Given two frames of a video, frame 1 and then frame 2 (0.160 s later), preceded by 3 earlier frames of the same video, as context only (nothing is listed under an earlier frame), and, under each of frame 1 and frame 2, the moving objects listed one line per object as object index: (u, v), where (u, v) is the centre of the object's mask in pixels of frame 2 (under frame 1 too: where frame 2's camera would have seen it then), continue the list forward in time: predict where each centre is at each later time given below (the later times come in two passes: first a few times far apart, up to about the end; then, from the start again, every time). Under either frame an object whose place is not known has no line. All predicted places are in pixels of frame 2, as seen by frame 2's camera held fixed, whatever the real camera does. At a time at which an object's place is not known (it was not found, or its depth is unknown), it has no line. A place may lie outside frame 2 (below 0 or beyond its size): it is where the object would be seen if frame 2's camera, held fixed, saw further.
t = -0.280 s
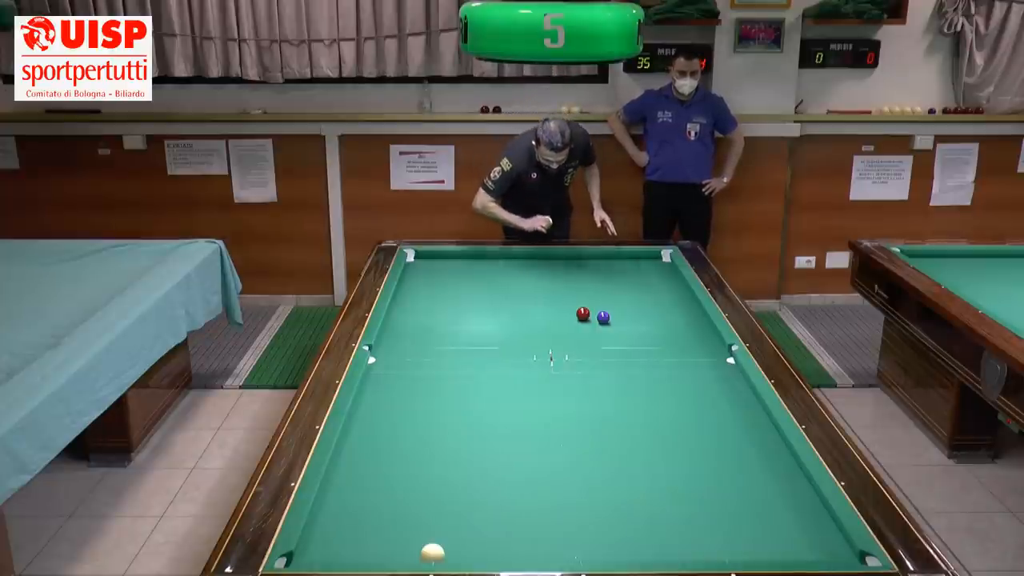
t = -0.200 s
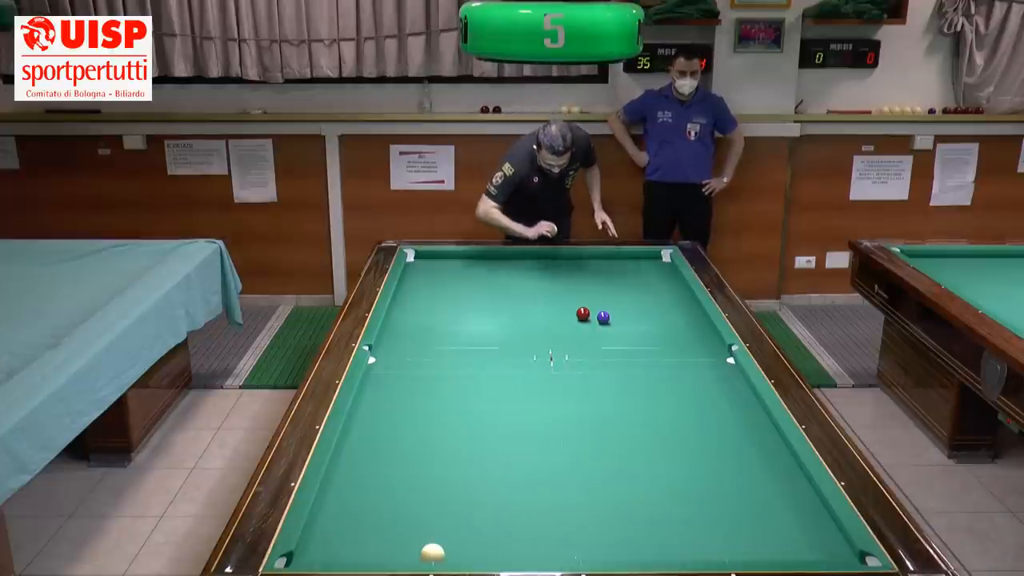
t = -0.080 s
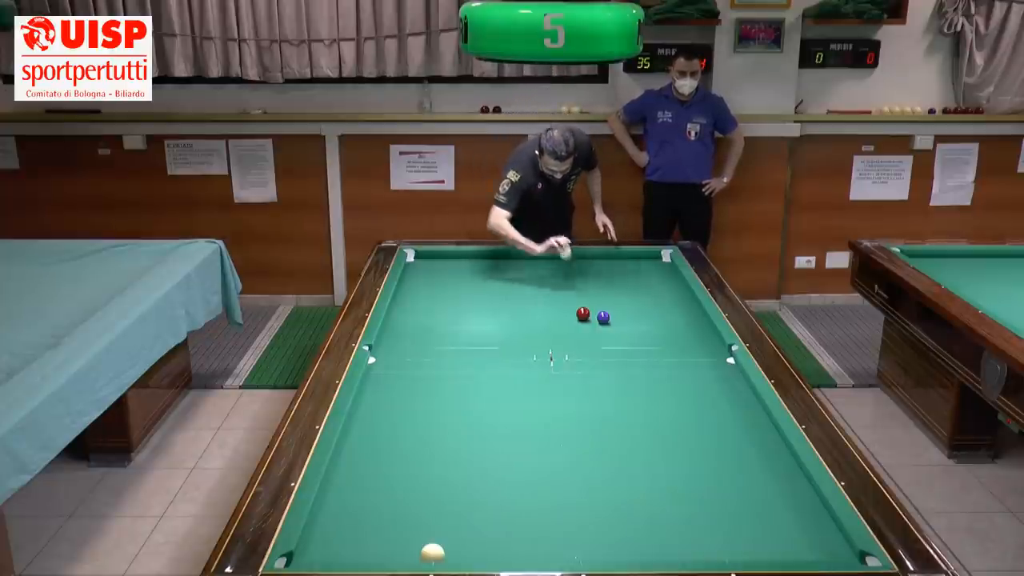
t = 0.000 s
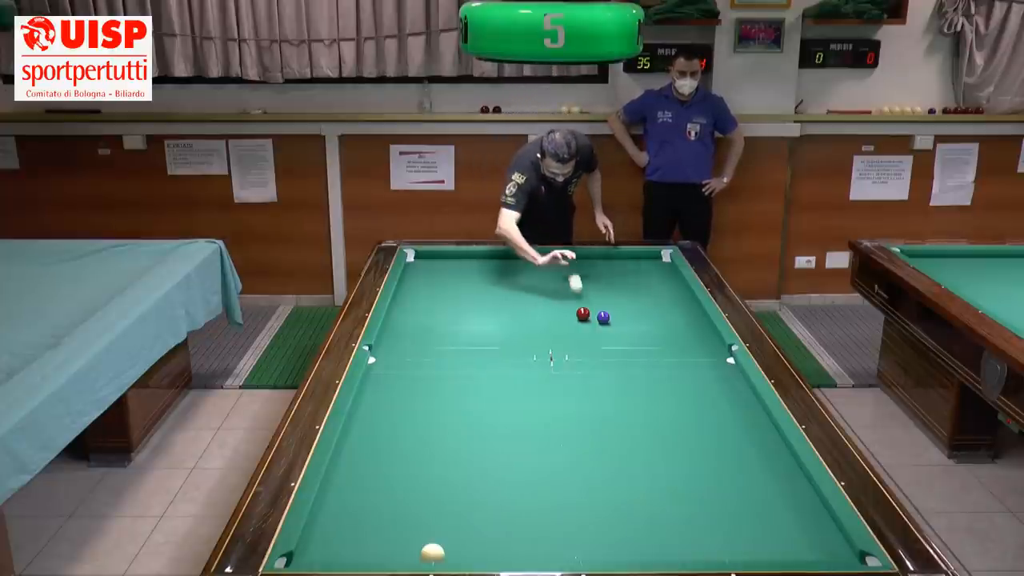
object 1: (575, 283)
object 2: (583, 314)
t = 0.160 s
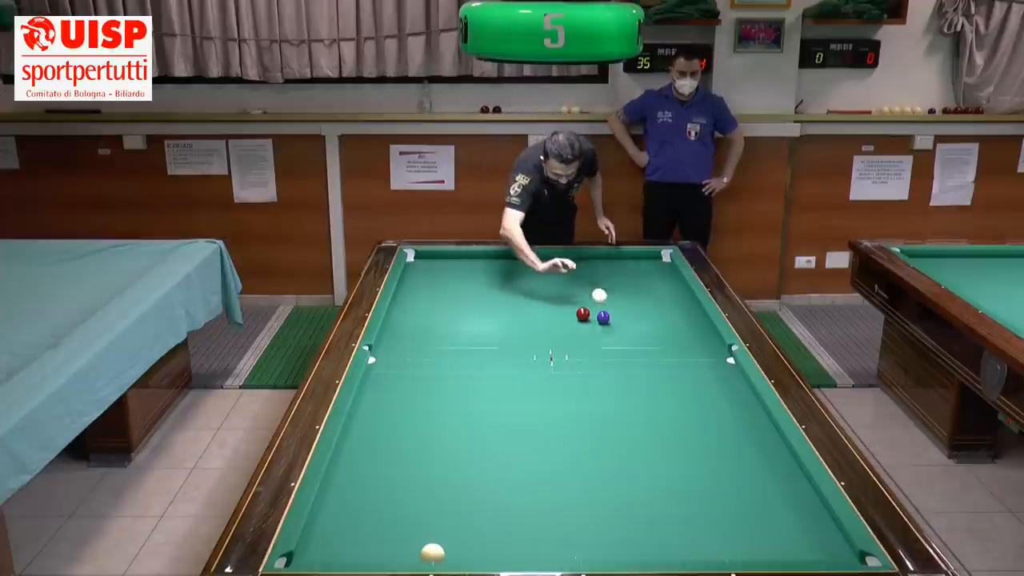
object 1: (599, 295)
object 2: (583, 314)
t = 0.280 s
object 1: (620, 336)
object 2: (583, 314)
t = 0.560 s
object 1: (676, 396)
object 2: (583, 314)
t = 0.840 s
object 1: (748, 480)
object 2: (583, 314)
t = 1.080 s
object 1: (817, 549)
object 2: (583, 314)
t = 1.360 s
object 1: (795, 475)
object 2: (583, 314)
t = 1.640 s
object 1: (758, 429)
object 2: (583, 314)
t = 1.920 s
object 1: (726, 390)
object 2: (583, 314)
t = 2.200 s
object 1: (700, 358)
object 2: (583, 314)
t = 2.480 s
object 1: (678, 332)
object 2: (583, 314)
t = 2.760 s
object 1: (659, 309)
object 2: (583, 314)
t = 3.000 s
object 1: (644, 292)
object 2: (583, 314)
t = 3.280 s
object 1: (630, 275)
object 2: (583, 314)
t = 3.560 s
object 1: (617, 260)
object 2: (583, 314)
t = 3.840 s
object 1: (610, 261)
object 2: (583, 314)
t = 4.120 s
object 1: (604, 270)
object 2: (583, 314)
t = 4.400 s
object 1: (599, 279)
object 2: (583, 314)
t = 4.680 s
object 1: (593, 289)
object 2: (583, 314)
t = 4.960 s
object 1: (587, 299)
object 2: (583, 314)
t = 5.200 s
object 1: (580, 304)
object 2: (583, 314)
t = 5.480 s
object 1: (572, 311)
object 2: (586, 321)
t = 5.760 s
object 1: (563, 314)
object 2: (588, 328)
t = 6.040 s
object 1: (554, 316)
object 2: (591, 335)
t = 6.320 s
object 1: (546, 319)
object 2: (593, 342)
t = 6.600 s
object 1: (538, 321)
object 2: (595, 349)
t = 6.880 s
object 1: (531, 323)
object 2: (597, 356)
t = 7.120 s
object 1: (525, 324)
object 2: (598, 362)
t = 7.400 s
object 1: (519, 326)
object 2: (600, 369)
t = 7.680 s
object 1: (513, 327)
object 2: (602, 375)
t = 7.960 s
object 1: (508, 328)
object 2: (603, 382)
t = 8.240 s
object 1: (504, 329)
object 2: (605, 388)
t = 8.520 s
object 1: (500, 330)
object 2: (606, 395)
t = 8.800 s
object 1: (497, 331)
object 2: (608, 401)
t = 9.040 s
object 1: (495, 331)
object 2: (610, 405)
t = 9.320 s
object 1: (494, 331)
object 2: (612, 411)
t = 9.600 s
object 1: (493, 331)
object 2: (614, 416)
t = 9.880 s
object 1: (493, 331)
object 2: (616, 420)
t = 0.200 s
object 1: (606, 304)
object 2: (583, 314)
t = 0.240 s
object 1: (613, 317)
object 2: (583, 314)
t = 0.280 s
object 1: (620, 336)
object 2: (583, 314)
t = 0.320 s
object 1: (627, 343)
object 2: (583, 314)
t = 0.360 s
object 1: (634, 344)
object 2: (583, 314)
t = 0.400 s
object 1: (642, 350)
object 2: (583, 314)
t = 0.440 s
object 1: (650, 361)
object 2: (583, 314)
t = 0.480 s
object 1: (658, 379)
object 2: (583, 314)
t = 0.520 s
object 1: (667, 390)
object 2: (583, 314)
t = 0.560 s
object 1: (676, 396)
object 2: (583, 314)
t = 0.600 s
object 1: (685, 406)
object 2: (583, 314)
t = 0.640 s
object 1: (694, 422)
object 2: (583, 314)
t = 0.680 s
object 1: (705, 431)
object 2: (583, 314)
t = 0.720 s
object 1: (715, 442)
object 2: (583, 314)
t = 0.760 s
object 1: (725, 455)
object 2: (583, 314)
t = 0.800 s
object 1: (736, 467)
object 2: (583, 314)
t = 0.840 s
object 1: (748, 480)
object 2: (583, 314)
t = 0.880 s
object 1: (760, 494)
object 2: (583, 314)
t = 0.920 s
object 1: (773, 509)
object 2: (583, 314)
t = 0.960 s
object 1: (787, 524)
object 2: (583, 314)
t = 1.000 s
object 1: (801, 539)
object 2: (583, 314)
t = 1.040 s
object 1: (816, 552)
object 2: (583, 314)
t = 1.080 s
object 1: (817, 549)
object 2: (583, 314)
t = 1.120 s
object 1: (814, 537)
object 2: (583, 314)
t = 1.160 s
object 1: (810, 525)
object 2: (583, 314)
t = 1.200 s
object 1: (806, 513)
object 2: (583, 314)
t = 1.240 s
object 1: (803, 502)
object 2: (583, 314)
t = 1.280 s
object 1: (800, 492)
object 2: (583, 314)
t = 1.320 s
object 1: (798, 484)
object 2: (583, 314)
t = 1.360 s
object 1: (795, 475)
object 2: (583, 314)
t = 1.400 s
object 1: (790, 468)
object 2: (583, 314)
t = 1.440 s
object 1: (784, 461)
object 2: (583, 314)
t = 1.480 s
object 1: (779, 454)
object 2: (583, 314)
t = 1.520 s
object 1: (773, 447)
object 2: (583, 314)
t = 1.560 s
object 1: (768, 441)
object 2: (583, 314)
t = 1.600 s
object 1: (763, 435)
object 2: (583, 314)
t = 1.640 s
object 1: (758, 429)
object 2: (583, 314)
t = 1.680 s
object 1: (753, 423)
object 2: (583, 314)
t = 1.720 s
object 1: (748, 417)
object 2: (583, 314)
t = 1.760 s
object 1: (743, 411)
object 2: (583, 314)
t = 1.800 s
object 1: (739, 406)
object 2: (583, 314)
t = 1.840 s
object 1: (735, 401)
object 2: (583, 314)
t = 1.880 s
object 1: (731, 395)
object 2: (583, 314)
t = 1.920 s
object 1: (726, 390)
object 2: (583, 314)
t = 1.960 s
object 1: (722, 385)
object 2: (583, 314)
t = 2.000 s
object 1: (718, 381)
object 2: (583, 314)
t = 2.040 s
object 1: (714, 376)
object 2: (583, 314)
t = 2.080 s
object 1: (711, 371)
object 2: (583, 314)
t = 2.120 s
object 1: (707, 367)
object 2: (583, 314)
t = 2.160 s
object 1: (703, 363)
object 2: (583, 314)
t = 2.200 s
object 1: (700, 358)
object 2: (583, 314)
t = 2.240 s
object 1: (697, 354)
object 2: (583, 314)
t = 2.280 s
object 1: (693, 350)
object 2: (583, 314)
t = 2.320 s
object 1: (690, 347)
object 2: (583, 314)
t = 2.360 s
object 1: (687, 343)
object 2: (583, 314)
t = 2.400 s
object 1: (684, 339)
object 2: (583, 314)
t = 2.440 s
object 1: (681, 335)
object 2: (583, 314)
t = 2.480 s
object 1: (678, 332)
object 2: (583, 314)
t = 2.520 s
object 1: (675, 328)
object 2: (583, 314)
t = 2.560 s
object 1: (672, 325)
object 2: (583, 314)
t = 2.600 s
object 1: (669, 322)
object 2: (583, 314)
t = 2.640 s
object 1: (666, 318)
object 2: (583, 314)
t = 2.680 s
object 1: (664, 315)
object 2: (583, 314)
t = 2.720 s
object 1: (661, 312)
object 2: (583, 314)
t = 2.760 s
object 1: (659, 309)
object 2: (583, 314)
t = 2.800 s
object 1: (656, 306)
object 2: (583, 314)
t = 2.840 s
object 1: (654, 303)
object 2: (583, 314)
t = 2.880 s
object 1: (651, 300)
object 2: (583, 314)
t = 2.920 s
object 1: (649, 298)
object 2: (583, 314)
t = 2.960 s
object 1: (647, 295)
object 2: (583, 314)
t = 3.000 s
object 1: (644, 292)
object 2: (583, 314)
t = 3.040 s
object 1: (642, 289)
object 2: (583, 314)
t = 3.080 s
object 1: (640, 287)
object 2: (583, 314)
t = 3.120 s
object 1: (638, 284)
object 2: (583, 314)
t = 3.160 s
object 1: (636, 282)
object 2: (583, 314)
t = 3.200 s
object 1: (633, 279)
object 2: (583, 314)
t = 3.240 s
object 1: (632, 277)
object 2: (583, 314)
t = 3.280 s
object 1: (630, 275)
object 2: (583, 314)
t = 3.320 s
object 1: (628, 272)
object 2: (583, 314)
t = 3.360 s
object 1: (626, 270)
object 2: (583, 314)
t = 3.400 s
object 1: (624, 268)
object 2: (583, 314)
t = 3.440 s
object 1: (622, 266)
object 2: (583, 314)
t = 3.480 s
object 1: (620, 264)
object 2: (583, 314)
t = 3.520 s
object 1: (619, 262)
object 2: (583, 314)
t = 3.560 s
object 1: (617, 260)
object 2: (583, 314)
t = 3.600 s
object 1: (615, 258)
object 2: (583, 314)
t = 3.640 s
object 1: (614, 256)
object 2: (583, 314)
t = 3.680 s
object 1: (613, 256)
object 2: (583, 314)
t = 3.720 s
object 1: (612, 258)
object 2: (583, 314)
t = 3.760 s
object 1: (611, 259)
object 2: (583, 314)
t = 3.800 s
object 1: (611, 260)
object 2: (583, 314)
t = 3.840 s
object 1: (610, 261)
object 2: (583, 314)
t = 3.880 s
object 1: (609, 263)
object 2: (583, 314)
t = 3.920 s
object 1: (608, 264)
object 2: (583, 314)
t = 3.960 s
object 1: (607, 265)
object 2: (583, 314)
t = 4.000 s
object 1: (607, 267)
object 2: (583, 314)
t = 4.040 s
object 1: (606, 268)
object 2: (583, 314)
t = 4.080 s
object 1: (605, 269)
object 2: (583, 314)
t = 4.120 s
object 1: (604, 270)
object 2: (583, 314)
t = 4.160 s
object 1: (604, 272)
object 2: (583, 314)
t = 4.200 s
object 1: (603, 273)
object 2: (583, 314)
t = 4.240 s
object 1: (602, 274)
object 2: (583, 314)
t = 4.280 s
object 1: (601, 276)
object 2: (583, 314)
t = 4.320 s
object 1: (600, 277)
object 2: (583, 314)
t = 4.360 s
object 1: (600, 278)
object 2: (583, 314)
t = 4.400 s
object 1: (599, 279)
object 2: (583, 314)
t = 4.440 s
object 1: (598, 281)
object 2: (583, 314)
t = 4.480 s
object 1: (597, 282)
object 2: (583, 314)
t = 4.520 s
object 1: (596, 284)
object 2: (583, 314)
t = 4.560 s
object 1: (596, 285)
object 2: (583, 314)
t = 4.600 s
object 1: (595, 286)
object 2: (583, 314)
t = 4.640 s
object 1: (594, 288)
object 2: (583, 314)
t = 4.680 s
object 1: (593, 289)
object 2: (583, 314)
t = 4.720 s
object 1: (592, 290)
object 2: (583, 314)
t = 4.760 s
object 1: (591, 292)
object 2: (583, 314)
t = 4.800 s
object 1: (590, 293)
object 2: (583, 314)
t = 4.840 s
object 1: (589, 295)
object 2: (583, 314)
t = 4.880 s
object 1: (588, 296)
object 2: (583, 314)
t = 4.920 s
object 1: (587, 298)
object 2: (583, 314)
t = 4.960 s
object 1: (587, 299)
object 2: (583, 314)
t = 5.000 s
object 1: (586, 300)
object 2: (583, 314)
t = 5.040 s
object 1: (585, 301)
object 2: (583, 314)
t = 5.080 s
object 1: (584, 302)
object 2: (583, 314)
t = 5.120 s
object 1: (583, 303)
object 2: (583, 314)
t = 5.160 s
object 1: (581, 303)
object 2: (583, 314)
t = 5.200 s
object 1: (580, 304)
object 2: (583, 314)
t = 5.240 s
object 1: (579, 306)
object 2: (583, 314)
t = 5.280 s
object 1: (577, 307)
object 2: (584, 315)
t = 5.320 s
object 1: (576, 308)
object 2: (584, 316)
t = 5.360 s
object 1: (575, 309)
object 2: (585, 318)
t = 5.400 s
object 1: (574, 310)
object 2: (585, 319)
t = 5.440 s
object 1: (573, 310)
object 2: (585, 320)
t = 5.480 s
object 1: (572, 311)
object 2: (586, 321)
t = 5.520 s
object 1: (571, 311)
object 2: (586, 322)
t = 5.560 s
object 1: (569, 312)
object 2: (587, 323)
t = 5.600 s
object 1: (568, 312)
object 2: (587, 324)
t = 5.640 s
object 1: (567, 313)
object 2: (587, 325)
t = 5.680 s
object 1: (565, 313)
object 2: (588, 326)
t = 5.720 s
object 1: (564, 313)
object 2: (588, 327)
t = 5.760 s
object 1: (563, 314)
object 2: (588, 328)
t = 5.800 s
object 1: (561, 314)
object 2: (589, 329)
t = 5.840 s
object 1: (560, 315)
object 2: (589, 330)
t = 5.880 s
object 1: (559, 315)
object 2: (590, 331)
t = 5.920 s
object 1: (558, 315)
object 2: (590, 332)
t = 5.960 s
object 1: (556, 316)
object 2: (590, 333)
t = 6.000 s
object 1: (555, 316)
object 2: (591, 334)
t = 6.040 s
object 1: (554, 316)
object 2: (591, 335)
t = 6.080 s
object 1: (553, 317)
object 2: (591, 336)
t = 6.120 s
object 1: (552, 317)
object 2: (592, 337)
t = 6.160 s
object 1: (551, 317)
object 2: (592, 338)
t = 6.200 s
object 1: (549, 318)
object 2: (592, 339)
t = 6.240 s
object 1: (548, 318)
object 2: (593, 340)
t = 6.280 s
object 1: (547, 318)
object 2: (593, 341)
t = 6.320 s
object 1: (546, 319)
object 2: (593, 342)
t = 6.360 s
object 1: (545, 319)
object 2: (594, 343)
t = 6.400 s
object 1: (544, 319)
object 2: (594, 344)
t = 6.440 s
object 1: (543, 320)
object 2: (594, 345)
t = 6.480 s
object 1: (542, 320)
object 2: (595, 346)
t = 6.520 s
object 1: (540, 320)
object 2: (595, 347)
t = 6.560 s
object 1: (539, 320)
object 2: (595, 348)
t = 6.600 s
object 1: (538, 321)
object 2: (595, 349)
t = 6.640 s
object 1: (537, 321)
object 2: (596, 350)
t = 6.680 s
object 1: (536, 321)
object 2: (596, 351)
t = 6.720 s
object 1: (535, 322)
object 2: (596, 352)
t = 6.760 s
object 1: (534, 322)
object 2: (596, 353)
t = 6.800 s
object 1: (533, 322)
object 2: (597, 354)
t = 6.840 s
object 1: (532, 323)
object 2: (597, 355)
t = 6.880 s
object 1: (531, 323)
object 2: (597, 356)
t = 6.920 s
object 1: (530, 323)
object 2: (597, 357)
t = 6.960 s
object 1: (529, 323)
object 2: (598, 358)
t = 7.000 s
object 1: (528, 324)
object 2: (598, 359)
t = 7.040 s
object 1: (527, 324)
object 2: (598, 360)
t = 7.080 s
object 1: (526, 324)
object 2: (598, 361)
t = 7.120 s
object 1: (525, 324)
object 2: (598, 362)
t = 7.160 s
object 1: (524, 324)
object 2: (598, 363)
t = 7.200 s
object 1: (523, 325)
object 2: (599, 364)
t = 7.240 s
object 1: (522, 325)
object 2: (599, 365)
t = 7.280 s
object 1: (521, 325)
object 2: (599, 366)
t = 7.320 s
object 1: (521, 325)
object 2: (599, 367)
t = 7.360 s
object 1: (520, 326)
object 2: (600, 368)
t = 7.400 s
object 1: (519, 326)
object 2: (600, 369)
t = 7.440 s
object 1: (518, 326)
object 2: (600, 370)
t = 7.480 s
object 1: (517, 326)
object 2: (601, 371)
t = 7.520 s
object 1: (516, 326)
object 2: (601, 372)
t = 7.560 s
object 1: (516, 327)
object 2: (601, 372)
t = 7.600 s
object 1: (515, 327)
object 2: (601, 374)
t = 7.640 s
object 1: (514, 327)
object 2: (602, 375)
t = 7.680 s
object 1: (513, 327)
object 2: (602, 375)
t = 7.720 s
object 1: (512, 328)
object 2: (602, 376)
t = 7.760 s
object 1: (512, 328)
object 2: (602, 377)
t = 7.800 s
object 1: (511, 328)
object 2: (603, 378)
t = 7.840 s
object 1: (510, 328)
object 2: (603, 379)
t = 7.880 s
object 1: (509, 328)
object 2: (603, 380)
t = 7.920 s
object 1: (509, 328)
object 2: (603, 381)
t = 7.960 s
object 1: (508, 328)
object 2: (603, 382)
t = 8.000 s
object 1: (507, 328)
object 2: (604, 383)
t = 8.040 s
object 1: (507, 329)
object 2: (604, 384)
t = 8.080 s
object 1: (506, 329)
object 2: (604, 385)
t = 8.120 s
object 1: (505, 329)
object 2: (604, 386)
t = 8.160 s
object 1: (505, 329)
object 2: (604, 387)
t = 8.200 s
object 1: (504, 329)
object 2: (605, 387)
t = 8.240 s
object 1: (504, 329)
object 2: (605, 388)
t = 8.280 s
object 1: (503, 330)
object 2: (605, 389)
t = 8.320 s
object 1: (503, 330)
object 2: (605, 390)
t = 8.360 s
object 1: (502, 330)
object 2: (605, 391)
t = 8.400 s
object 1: (502, 330)
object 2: (605, 392)
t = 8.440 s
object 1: (501, 330)
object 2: (606, 393)
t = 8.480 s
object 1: (501, 330)
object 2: (606, 394)
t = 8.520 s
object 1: (500, 330)
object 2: (606, 395)
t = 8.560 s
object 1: (500, 330)
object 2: (606, 395)
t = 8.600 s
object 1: (499, 330)
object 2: (606, 396)
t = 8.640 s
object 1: (499, 330)
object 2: (607, 397)
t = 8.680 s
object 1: (498, 331)
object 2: (607, 398)
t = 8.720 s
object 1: (498, 331)
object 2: (607, 399)
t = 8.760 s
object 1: (498, 331)
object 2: (608, 400)
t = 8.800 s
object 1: (497, 331)
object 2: (608, 401)
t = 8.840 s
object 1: (497, 331)
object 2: (608, 401)
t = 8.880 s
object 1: (496, 331)
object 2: (608, 402)
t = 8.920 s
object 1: (496, 331)
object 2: (609, 403)
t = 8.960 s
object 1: (496, 331)
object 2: (609, 404)
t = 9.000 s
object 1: (496, 331)
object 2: (610, 404)
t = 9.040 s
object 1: (495, 331)
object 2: (610, 405)
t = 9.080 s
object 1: (495, 331)
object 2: (610, 406)
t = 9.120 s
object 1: (495, 331)
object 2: (611, 407)
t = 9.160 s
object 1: (495, 331)
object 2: (611, 408)
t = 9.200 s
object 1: (495, 331)
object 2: (611, 408)
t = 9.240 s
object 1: (494, 331)
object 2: (611, 409)
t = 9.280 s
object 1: (494, 331)
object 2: (612, 410)
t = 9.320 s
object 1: (494, 331)
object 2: (612, 411)
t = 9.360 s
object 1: (494, 331)
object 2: (612, 411)
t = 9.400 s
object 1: (494, 331)
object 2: (612, 412)
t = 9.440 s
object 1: (494, 331)
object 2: (613, 413)
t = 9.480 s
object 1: (493, 331)
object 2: (613, 414)
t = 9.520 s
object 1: (493, 331)
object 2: (613, 415)
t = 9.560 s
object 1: (493, 331)
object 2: (614, 415)
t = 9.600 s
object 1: (493, 331)
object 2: (614, 416)
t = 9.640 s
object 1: (493, 331)
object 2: (614, 417)
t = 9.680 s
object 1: (493, 331)
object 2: (615, 417)
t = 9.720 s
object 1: (493, 331)
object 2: (615, 418)
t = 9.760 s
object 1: (493, 331)
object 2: (615, 418)
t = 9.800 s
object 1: (493, 331)
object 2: (615, 419)
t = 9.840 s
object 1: (493, 331)
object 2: (616, 420)
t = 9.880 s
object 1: (493, 331)
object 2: (616, 420)
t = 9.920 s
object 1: (493, 331)
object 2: (616, 421)
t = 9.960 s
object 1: (494, 331)
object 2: (616, 422)
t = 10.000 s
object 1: (494, 331)
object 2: (617, 422)
